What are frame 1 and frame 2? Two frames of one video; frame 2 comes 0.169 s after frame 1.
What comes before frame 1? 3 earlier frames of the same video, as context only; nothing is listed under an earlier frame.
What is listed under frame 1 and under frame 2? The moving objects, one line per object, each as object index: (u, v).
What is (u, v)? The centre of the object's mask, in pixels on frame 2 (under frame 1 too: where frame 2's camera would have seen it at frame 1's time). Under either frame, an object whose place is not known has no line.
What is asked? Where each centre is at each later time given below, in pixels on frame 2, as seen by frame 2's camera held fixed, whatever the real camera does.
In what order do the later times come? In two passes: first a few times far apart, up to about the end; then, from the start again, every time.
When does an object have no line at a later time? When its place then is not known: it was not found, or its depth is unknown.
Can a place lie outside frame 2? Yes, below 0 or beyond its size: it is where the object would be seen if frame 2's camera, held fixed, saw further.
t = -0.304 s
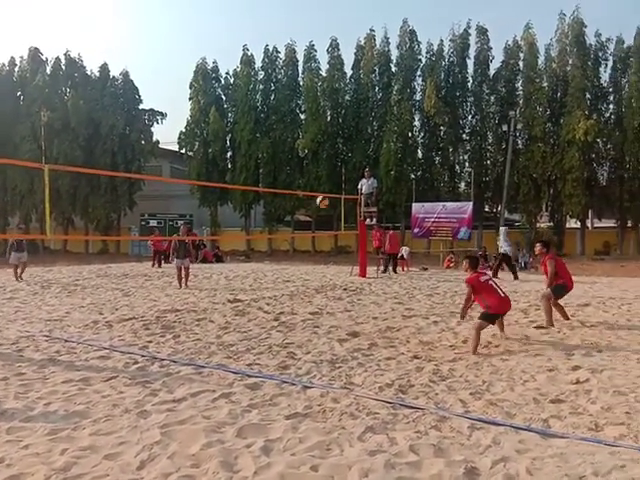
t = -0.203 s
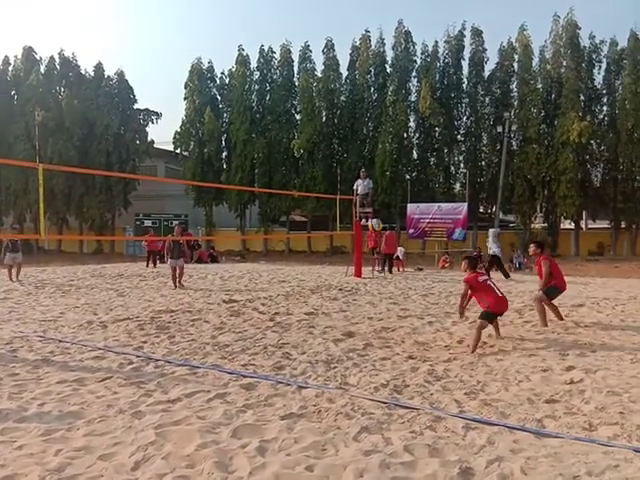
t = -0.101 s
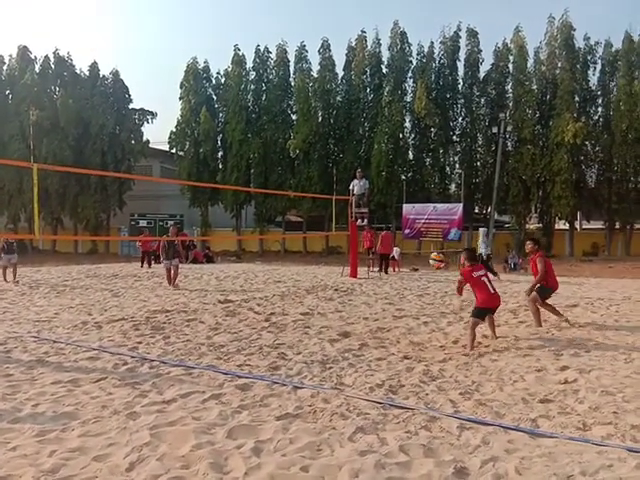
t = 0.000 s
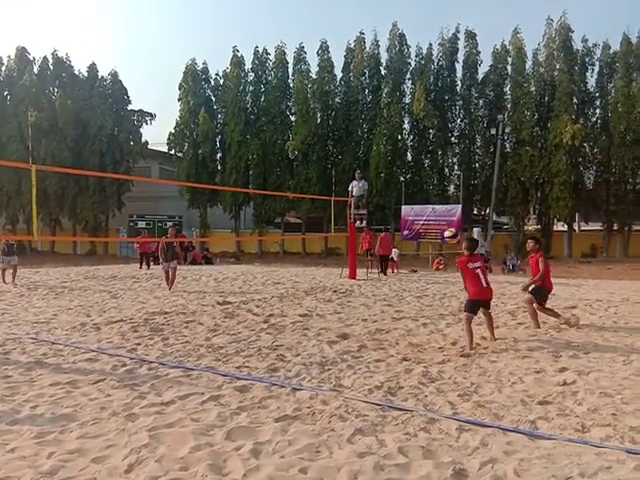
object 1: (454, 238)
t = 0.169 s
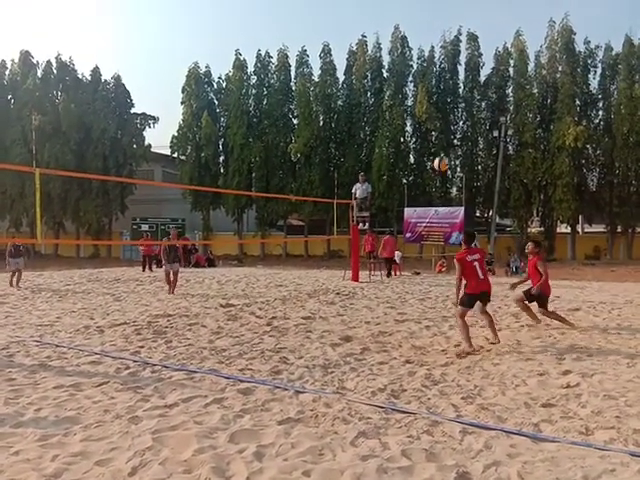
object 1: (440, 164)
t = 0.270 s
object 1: (434, 129)
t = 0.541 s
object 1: (416, 76)
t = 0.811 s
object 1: (402, 70)
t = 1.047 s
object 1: (389, 100)
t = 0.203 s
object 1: (438, 151)
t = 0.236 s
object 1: (436, 140)
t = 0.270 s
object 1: (434, 129)
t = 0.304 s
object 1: (432, 120)
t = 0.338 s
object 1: (429, 111)
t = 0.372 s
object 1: (427, 103)
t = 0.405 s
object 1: (424, 96)
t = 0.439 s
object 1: (423, 90)
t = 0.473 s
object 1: (421, 83)
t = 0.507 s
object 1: (420, 80)
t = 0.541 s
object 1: (416, 76)
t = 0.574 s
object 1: (415, 73)
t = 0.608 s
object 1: (412, 71)
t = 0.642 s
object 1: (411, 68)
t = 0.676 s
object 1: (409, 67)
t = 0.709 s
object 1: (408, 68)
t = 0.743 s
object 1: (406, 68)
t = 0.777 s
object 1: (405, 69)
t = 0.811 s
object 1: (402, 70)
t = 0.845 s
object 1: (400, 72)
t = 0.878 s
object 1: (398, 77)
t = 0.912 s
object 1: (396, 79)
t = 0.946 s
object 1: (395, 84)
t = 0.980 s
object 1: (393, 90)
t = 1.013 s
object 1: (391, 95)
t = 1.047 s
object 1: (389, 100)
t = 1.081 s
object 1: (387, 107)
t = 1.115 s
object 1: (386, 115)
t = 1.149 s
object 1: (384, 123)
